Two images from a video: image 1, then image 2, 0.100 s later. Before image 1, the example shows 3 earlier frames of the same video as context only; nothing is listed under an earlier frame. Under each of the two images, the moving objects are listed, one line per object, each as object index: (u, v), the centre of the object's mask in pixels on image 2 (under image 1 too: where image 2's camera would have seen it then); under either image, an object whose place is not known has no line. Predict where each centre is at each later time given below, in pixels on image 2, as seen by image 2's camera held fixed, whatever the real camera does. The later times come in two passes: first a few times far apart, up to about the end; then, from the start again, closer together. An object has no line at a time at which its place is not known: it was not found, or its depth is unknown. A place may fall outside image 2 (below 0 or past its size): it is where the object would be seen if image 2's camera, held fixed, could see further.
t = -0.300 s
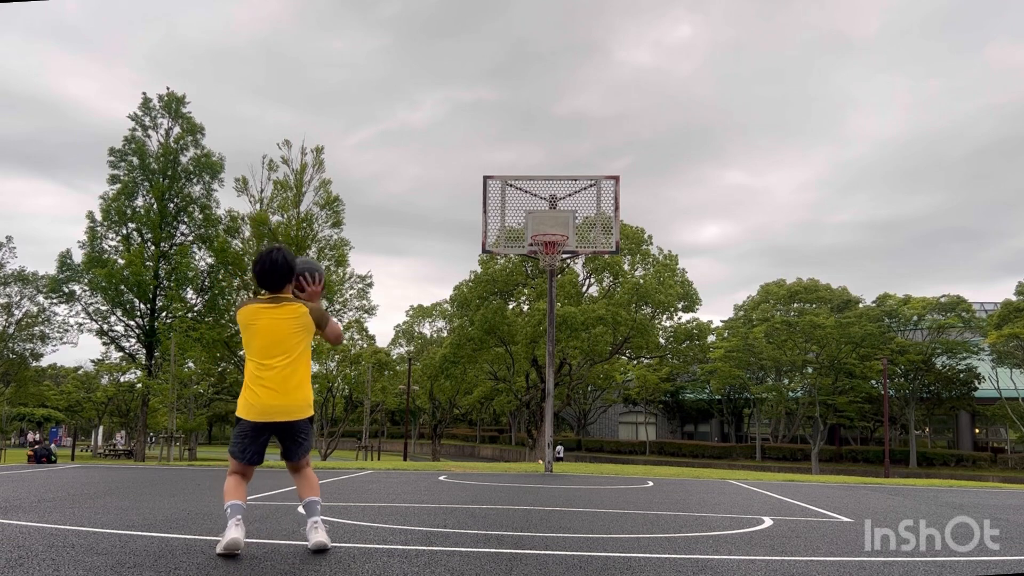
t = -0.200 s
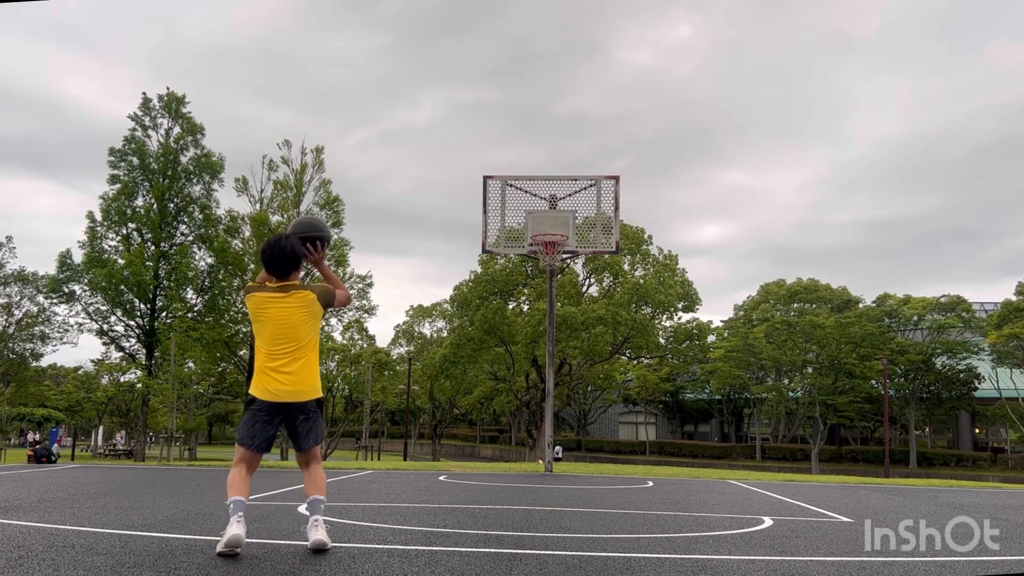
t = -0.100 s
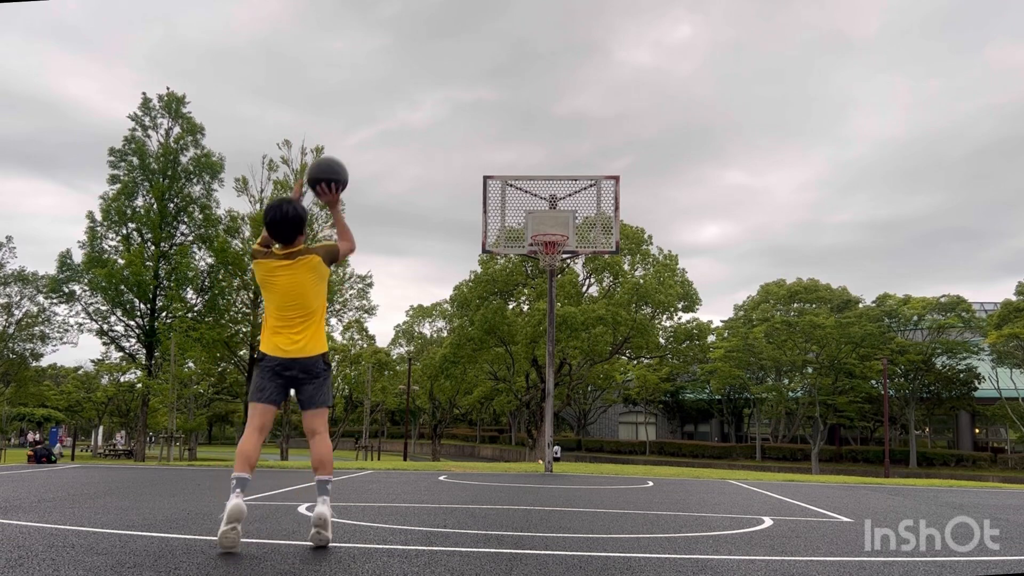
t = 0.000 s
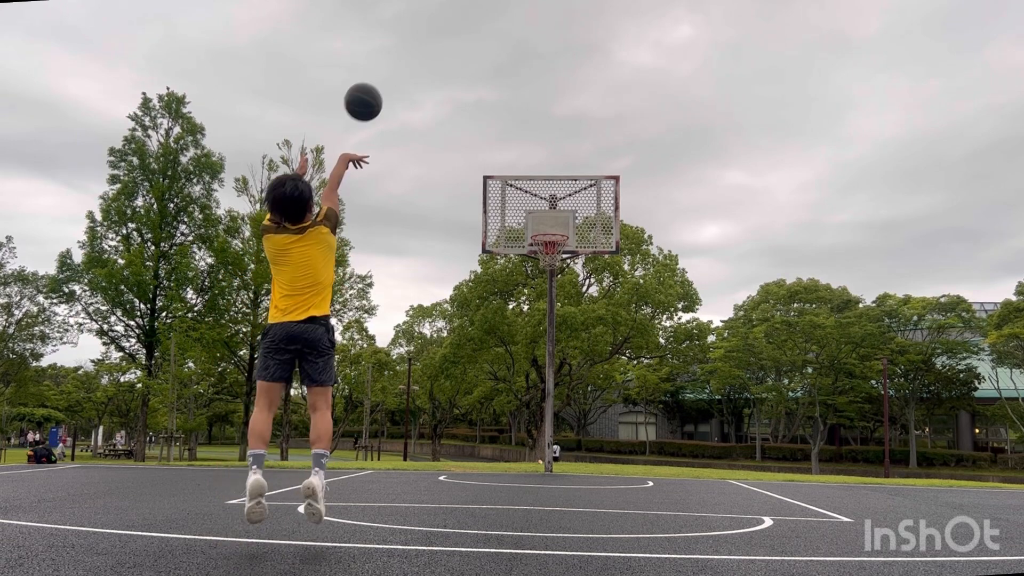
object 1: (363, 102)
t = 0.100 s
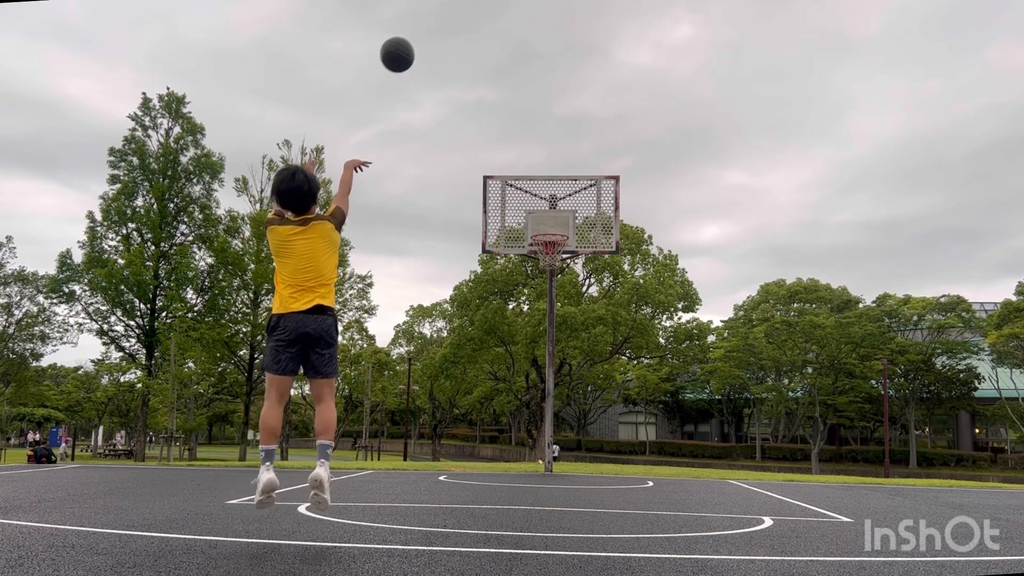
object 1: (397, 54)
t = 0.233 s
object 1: (433, 22)
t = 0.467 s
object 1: (479, 22)
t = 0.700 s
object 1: (511, 71)
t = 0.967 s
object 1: (538, 165)
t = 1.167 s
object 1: (552, 245)
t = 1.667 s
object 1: (530, 468)
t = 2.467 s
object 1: (494, 293)
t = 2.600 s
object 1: (485, 319)
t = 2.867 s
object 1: (464, 437)
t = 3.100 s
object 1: (447, 407)
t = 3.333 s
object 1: (431, 338)
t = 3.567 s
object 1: (408, 330)
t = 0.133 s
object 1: (407, 43)
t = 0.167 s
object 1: (416, 34)
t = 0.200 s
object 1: (425, 27)
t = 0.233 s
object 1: (433, 22)
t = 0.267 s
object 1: (441, 18)
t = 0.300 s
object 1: (448, 15)
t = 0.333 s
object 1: (455, 14)
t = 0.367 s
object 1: (461, 14)
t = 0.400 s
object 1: (467, 16)
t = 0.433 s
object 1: (473, 19)
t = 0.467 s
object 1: (479, 22)
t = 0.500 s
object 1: (484, 27)
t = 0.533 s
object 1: (489, 32)
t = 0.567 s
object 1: (494, 38)
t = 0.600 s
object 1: (498, 46)
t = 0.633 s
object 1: (503, 53)
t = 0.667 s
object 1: (507, 62)
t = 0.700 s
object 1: (511, 71)
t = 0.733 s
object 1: (515, 81)
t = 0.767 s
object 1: (518, 91)
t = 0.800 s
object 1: (522, 102)
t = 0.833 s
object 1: (525, 114)
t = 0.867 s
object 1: (529, 126)
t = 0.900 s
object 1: (532, 139)
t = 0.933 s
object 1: (535, 152)
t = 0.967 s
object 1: (538, 165)
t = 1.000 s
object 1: (540, 179)
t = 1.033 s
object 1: (543, 194)
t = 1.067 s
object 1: (546, 209)
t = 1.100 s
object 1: (548, 224)
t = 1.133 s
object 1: (551, 241)
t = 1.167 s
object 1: (552, 245)
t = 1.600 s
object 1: (533, 436)
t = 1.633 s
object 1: (531, 457)
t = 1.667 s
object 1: (530, 468)
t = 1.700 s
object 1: (529, 450)
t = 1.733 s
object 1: (527, 434)
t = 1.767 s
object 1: (527, 419)
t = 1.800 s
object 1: (525, 403)
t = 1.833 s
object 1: (524, 390)
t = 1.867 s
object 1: (523, 376)
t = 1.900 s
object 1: (521, 364)
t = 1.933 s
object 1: (520, 352)
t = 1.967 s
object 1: (519, 342)
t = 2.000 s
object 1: (517, 332)
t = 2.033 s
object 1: (516, 324)
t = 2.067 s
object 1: (515, 316)
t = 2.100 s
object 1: (513, 309)
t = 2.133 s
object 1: (511, 303)
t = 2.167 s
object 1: (510, 297)
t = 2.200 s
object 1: (508, 293)
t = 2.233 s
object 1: (507, 289)
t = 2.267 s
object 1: (505, 287)
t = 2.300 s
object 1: (503, 285)
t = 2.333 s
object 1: (501, 284)
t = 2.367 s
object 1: (500, 285)
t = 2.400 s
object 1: (498, 287)
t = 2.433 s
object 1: (496, 289)
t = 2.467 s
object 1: (494, 293)
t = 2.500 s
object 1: (492, 298)
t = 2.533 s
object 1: (489, 304)
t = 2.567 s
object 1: (487, 311)
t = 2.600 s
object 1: (485, 319)
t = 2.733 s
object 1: (475, 366)
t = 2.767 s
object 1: (472, 381)
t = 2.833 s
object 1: (466, 417)
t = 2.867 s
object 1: (464, 437)
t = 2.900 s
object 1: (460, 459)
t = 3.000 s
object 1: (453, 454)
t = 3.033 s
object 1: (452, 437)
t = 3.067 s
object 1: (450, 421)
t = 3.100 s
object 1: (447, 407)
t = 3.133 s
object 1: (445, 394)
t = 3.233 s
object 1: (439, 360)
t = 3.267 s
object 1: (436, 352)
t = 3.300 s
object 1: (433, 344)
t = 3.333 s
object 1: (431, 338)
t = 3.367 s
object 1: (428, 333)
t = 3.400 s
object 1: (425, 329)
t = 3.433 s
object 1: (422, 326)
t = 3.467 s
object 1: (419, 325)
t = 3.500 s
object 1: (415, 325)
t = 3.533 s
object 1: (412, 327)
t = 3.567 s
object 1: (408, 330)
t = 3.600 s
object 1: (405, 334)
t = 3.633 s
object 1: (401, 340)
